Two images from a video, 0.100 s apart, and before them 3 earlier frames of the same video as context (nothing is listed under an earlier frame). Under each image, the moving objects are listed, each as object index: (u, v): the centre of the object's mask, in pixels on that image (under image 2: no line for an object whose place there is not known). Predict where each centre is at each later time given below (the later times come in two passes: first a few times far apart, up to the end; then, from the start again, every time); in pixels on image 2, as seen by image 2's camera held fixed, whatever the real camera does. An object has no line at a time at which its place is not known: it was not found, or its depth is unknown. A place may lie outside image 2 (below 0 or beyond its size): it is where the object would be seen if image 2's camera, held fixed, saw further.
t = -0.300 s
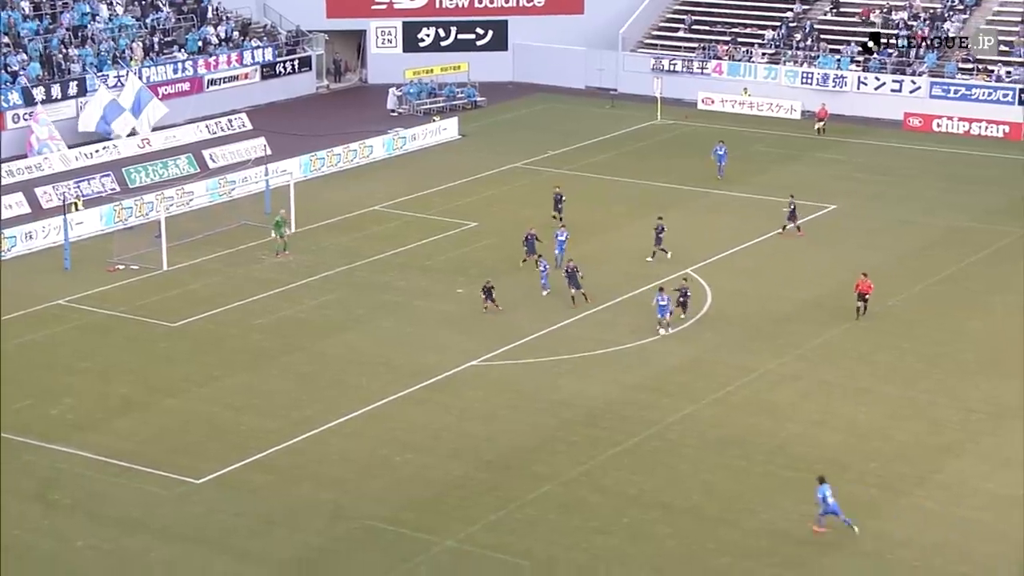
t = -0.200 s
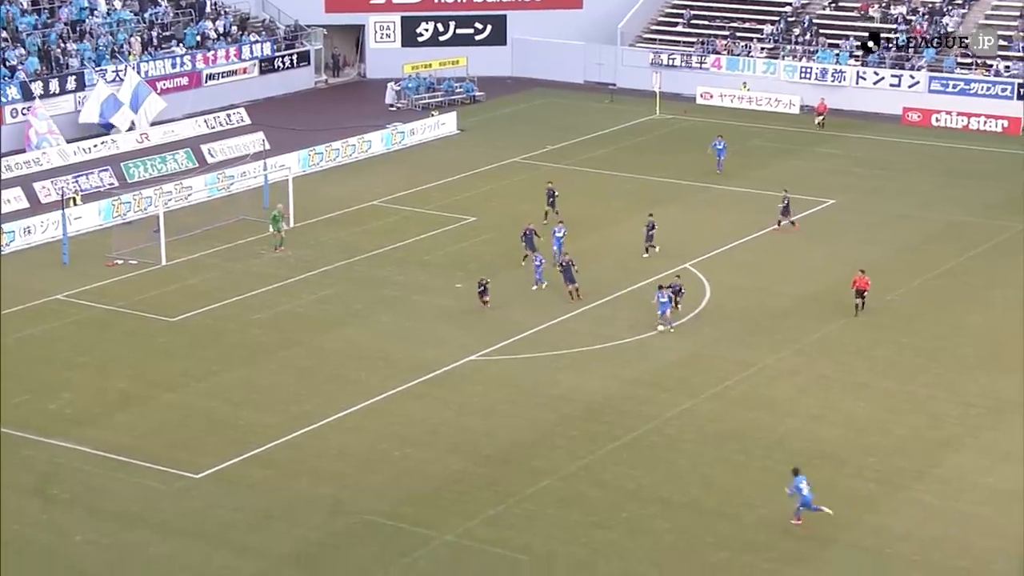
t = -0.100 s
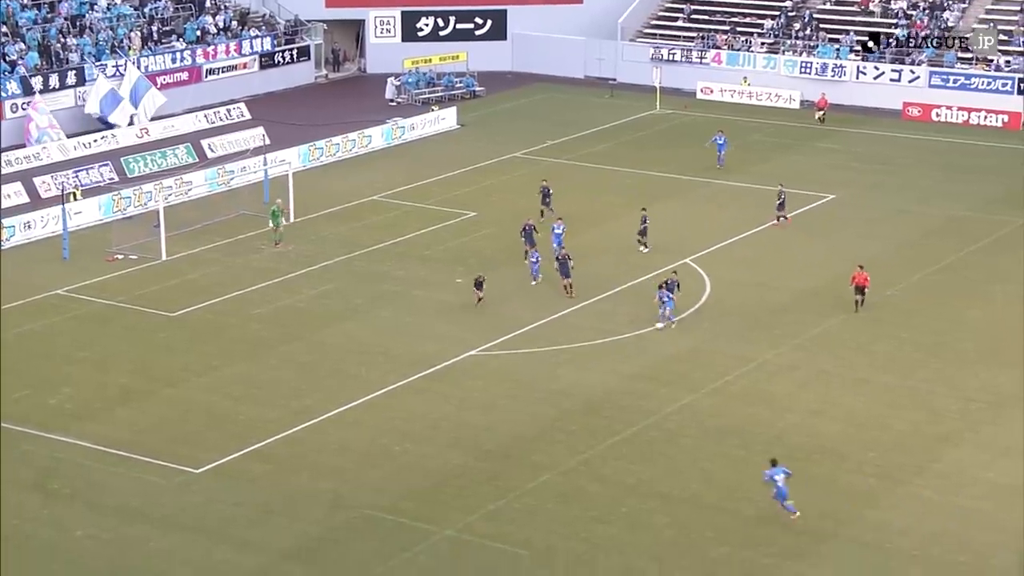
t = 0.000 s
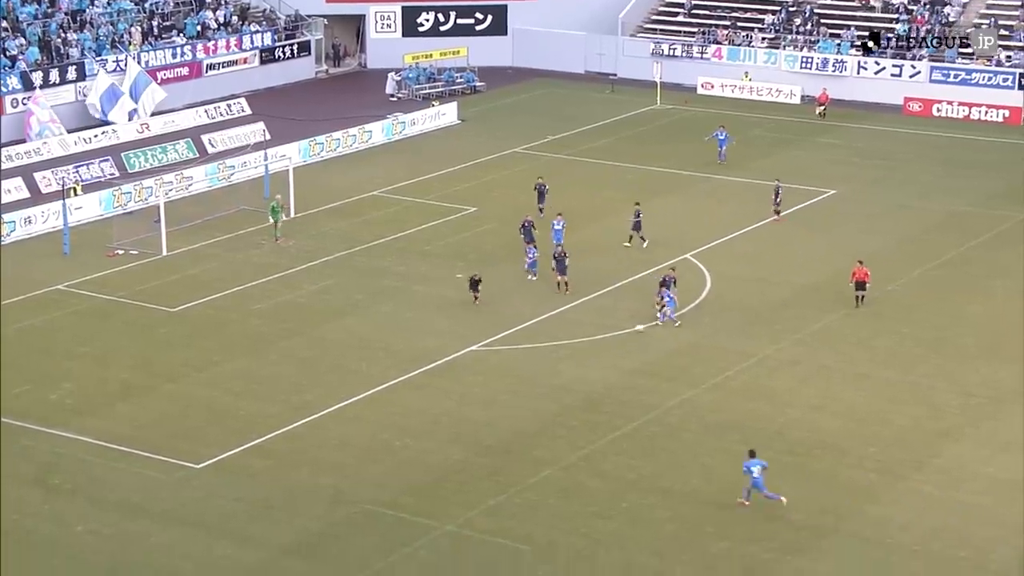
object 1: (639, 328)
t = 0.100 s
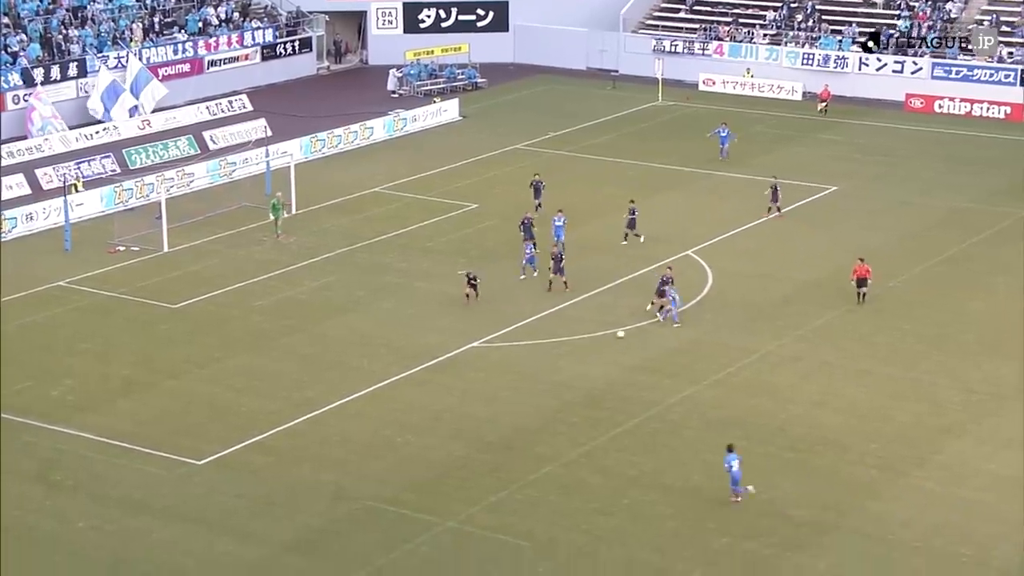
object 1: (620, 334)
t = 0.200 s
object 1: (602, 342)
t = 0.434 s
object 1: (559, 361)
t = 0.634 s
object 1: (528, 377)
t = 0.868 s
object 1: (498, 391)
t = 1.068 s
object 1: (473, 403)
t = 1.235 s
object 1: (454, 415)
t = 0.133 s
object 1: (614, 337)
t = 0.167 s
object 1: (607, 340)
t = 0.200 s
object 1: (602, 342)
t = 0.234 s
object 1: (595, 344)
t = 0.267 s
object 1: (589, 346)
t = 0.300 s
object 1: (583, 349)
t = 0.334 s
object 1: (577, 352)
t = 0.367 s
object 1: (571, 355)
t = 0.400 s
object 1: (564, 359)
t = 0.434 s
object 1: (559, 361)
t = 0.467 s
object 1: (554, 363)
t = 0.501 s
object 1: (549, 366)
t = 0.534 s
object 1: (543, 368)
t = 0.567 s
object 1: (538, 372)
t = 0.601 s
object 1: (533, 375)
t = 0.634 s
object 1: (528, 377)
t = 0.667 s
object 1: (523, 378)
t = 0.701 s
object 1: (519, 379)
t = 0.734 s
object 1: (515, 381)
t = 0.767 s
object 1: (511, 382)
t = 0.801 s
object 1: (507, 385)
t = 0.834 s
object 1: (503, 388)
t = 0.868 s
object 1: (498, 391)
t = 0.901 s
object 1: (494, 395)
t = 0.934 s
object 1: (490, 396)
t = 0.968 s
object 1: (486, 397)
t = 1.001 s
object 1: (482, 399)
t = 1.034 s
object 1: (478, 400)
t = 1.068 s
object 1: (473, 403)
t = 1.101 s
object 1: (470, 406)
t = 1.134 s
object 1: (466, 409)
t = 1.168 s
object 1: (461, 411)
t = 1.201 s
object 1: (457, 413)
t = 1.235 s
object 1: (454, 415)
